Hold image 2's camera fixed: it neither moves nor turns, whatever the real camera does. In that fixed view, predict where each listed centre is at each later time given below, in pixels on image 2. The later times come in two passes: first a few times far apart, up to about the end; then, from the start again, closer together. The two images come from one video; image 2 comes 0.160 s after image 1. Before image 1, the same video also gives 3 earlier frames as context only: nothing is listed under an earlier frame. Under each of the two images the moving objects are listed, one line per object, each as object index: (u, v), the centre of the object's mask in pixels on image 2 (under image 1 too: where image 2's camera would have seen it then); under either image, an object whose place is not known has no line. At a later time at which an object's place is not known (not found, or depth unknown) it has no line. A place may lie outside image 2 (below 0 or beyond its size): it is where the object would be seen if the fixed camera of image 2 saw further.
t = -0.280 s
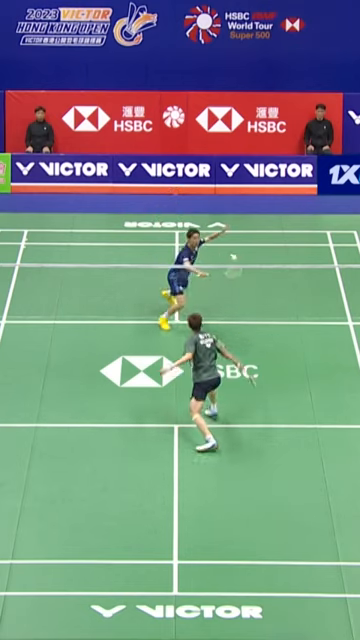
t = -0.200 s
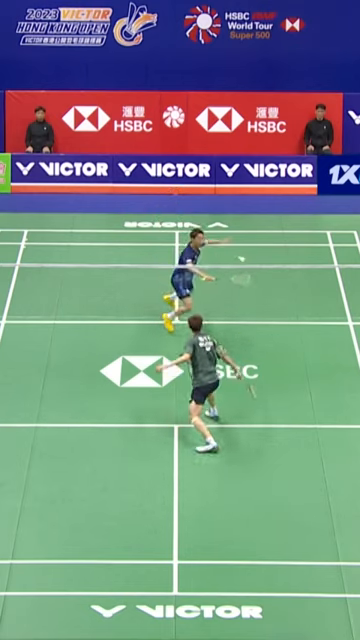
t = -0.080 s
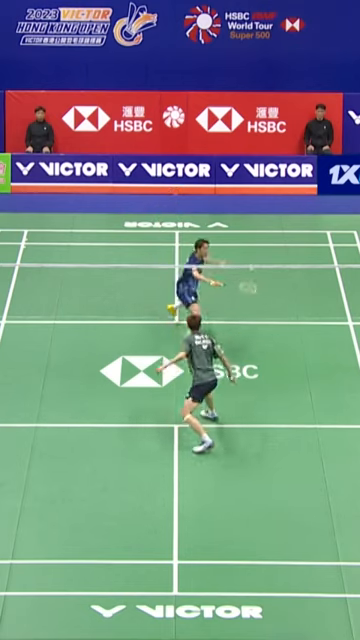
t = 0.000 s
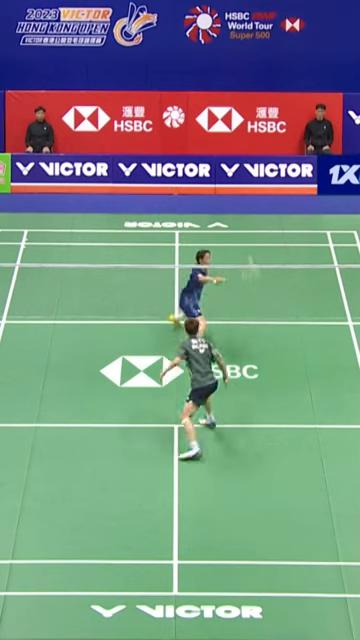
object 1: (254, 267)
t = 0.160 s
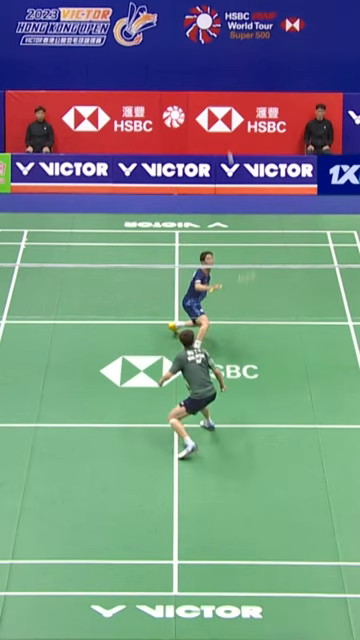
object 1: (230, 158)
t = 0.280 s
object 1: (217, 104)
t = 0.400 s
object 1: (207, 72)
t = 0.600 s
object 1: (192, 43)
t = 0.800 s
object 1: (178, 47)
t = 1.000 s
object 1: (163, 83)
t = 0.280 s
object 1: (217, 104)
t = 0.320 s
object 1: (214, 93)
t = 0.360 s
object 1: (211, 82)
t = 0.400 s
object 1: (207, 72)
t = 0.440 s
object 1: (204, 63)
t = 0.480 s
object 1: (201, 56)
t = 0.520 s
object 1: (197, 50)
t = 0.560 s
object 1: (195, 46)
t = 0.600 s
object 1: (192, 43)
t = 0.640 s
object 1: (190, 41)
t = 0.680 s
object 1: (187, 40)
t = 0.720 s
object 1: (184, 41)
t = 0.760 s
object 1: (181, 44)
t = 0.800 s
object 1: (178, 47)
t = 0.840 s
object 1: (176, 52)
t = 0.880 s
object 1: (172, 57)
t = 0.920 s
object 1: (169, 64)
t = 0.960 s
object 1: (166, 73)
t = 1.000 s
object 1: (163, 83)
